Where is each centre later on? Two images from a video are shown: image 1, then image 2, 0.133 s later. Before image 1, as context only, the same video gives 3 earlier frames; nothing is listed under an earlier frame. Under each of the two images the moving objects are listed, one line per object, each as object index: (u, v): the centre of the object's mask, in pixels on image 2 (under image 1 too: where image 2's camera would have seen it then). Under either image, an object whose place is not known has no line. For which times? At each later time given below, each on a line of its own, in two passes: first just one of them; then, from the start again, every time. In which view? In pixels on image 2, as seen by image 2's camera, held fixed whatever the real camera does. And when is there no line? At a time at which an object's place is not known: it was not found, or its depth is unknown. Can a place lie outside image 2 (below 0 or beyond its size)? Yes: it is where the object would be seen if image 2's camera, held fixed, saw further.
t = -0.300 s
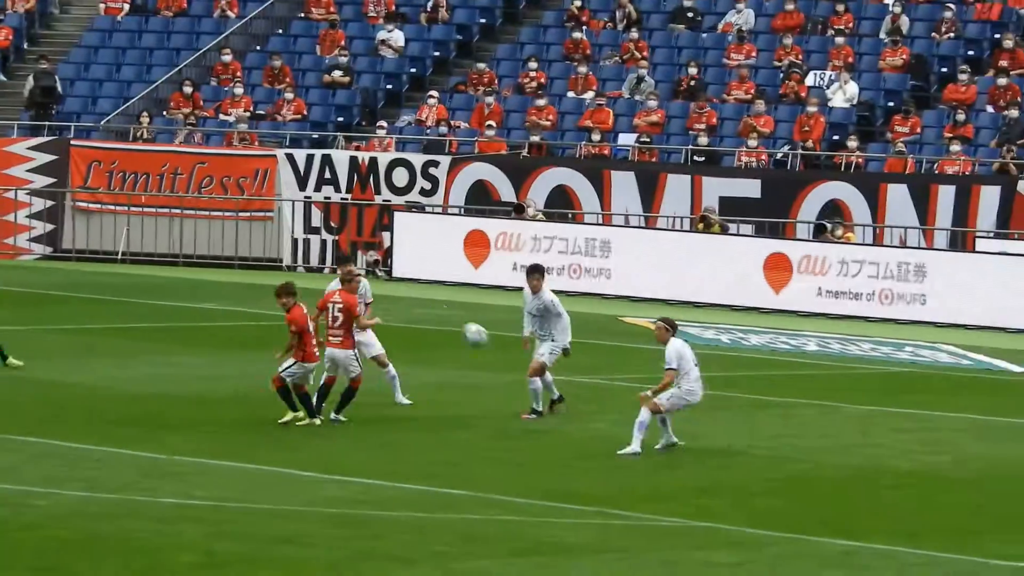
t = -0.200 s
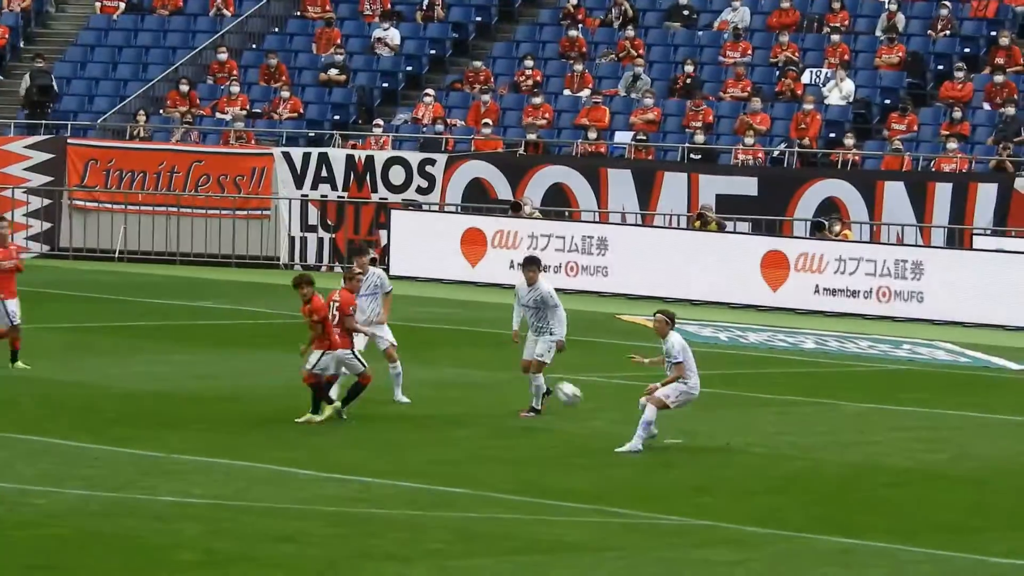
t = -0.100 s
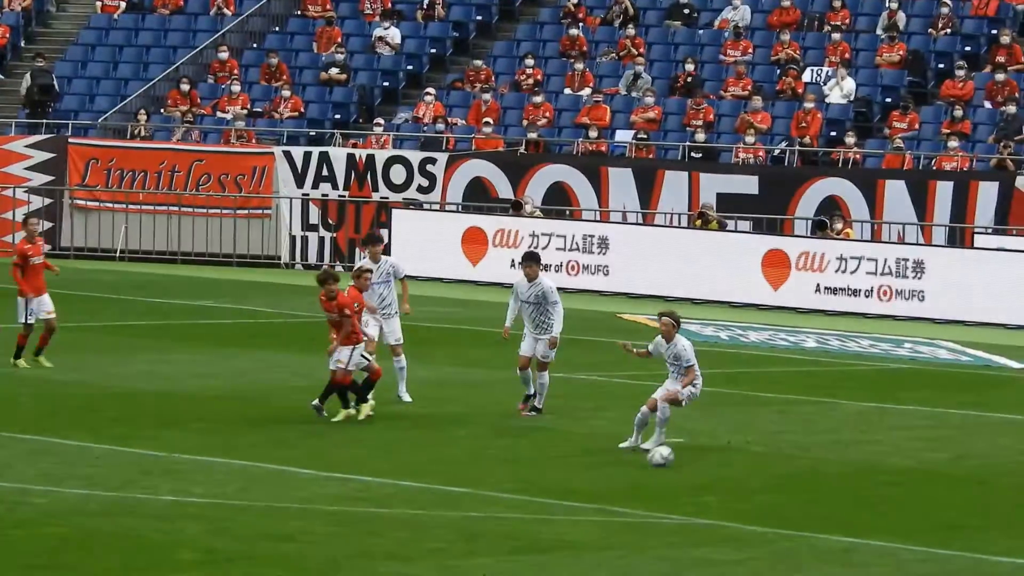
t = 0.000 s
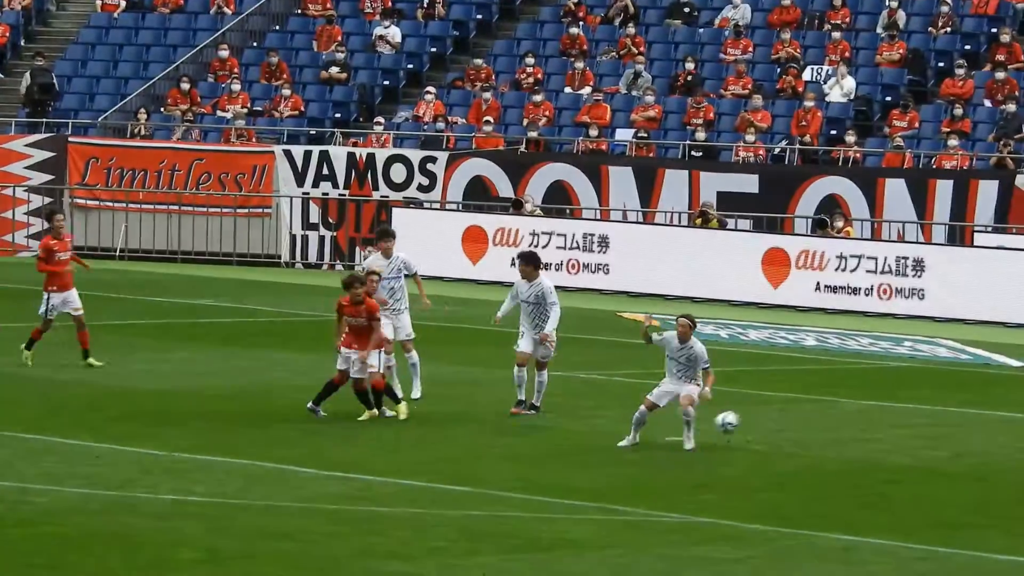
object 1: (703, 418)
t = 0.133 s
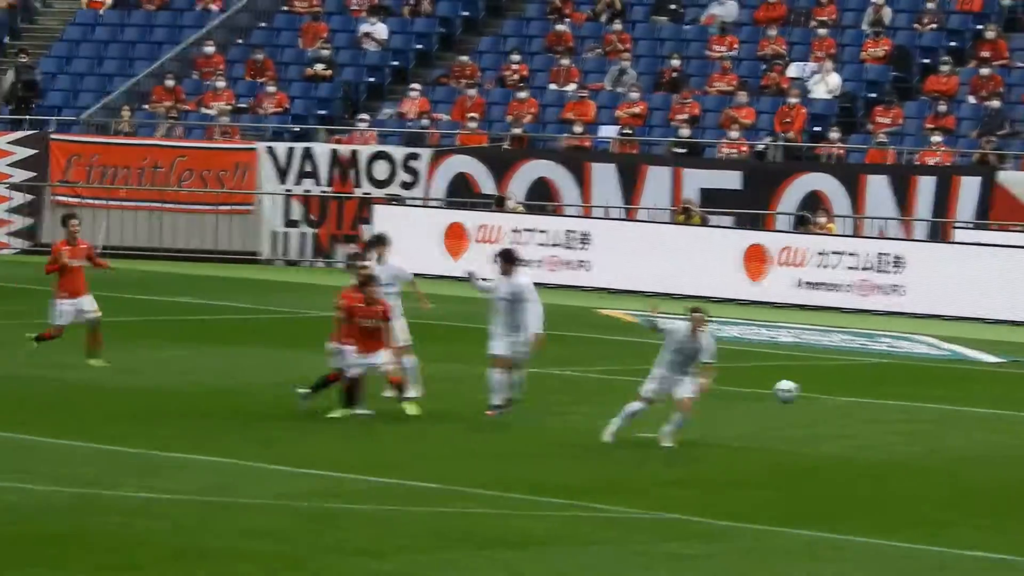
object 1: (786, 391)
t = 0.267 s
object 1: (870, 383)
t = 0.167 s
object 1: (810, 387)
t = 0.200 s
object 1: (830, 385)
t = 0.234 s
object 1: (851, 384)
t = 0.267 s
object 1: (870, 383)
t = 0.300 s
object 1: (891, 384)
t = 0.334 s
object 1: (909, 386)
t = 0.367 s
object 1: (928, 389)
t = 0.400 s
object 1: (948, 394)
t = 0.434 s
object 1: (968, 401)
